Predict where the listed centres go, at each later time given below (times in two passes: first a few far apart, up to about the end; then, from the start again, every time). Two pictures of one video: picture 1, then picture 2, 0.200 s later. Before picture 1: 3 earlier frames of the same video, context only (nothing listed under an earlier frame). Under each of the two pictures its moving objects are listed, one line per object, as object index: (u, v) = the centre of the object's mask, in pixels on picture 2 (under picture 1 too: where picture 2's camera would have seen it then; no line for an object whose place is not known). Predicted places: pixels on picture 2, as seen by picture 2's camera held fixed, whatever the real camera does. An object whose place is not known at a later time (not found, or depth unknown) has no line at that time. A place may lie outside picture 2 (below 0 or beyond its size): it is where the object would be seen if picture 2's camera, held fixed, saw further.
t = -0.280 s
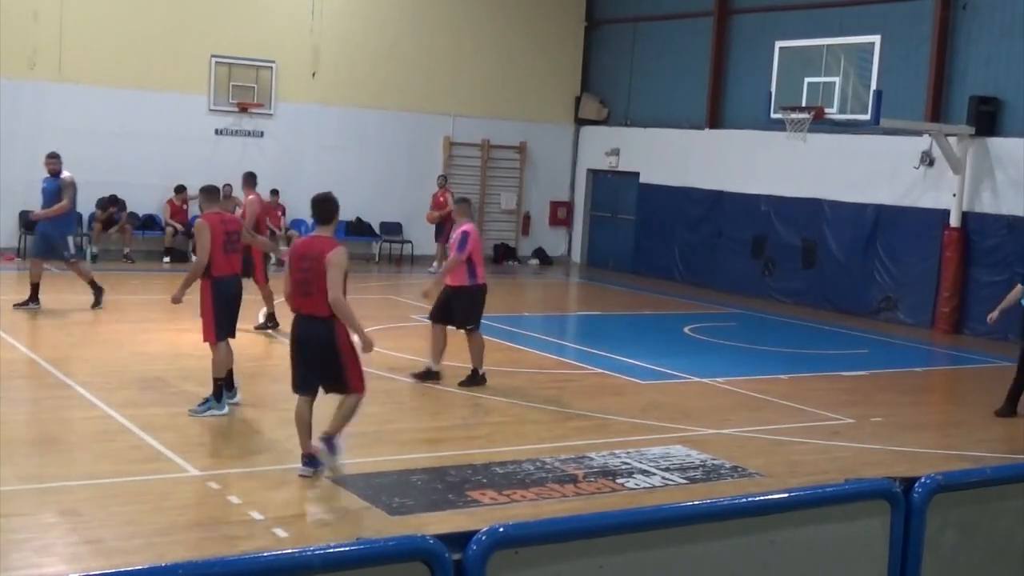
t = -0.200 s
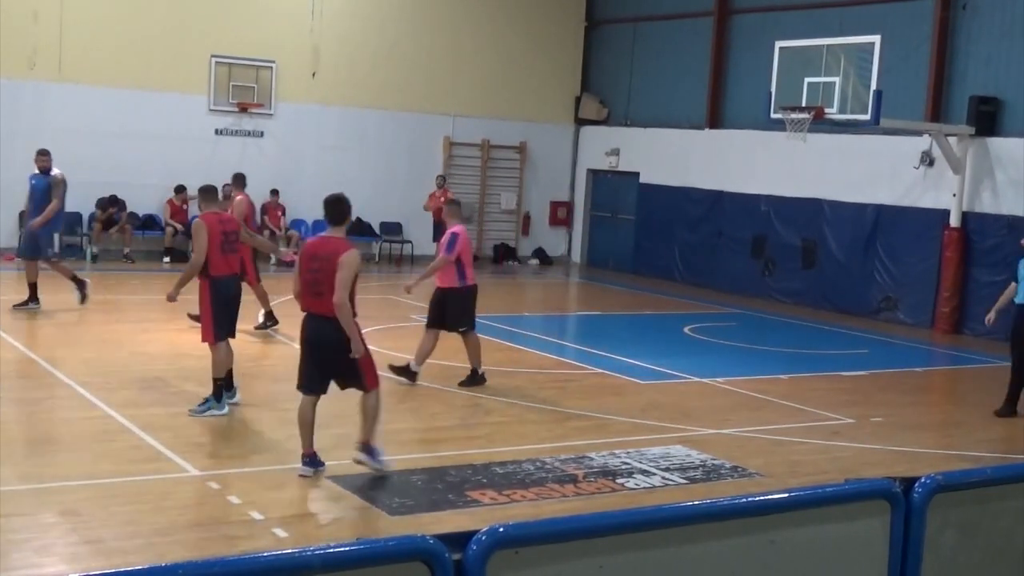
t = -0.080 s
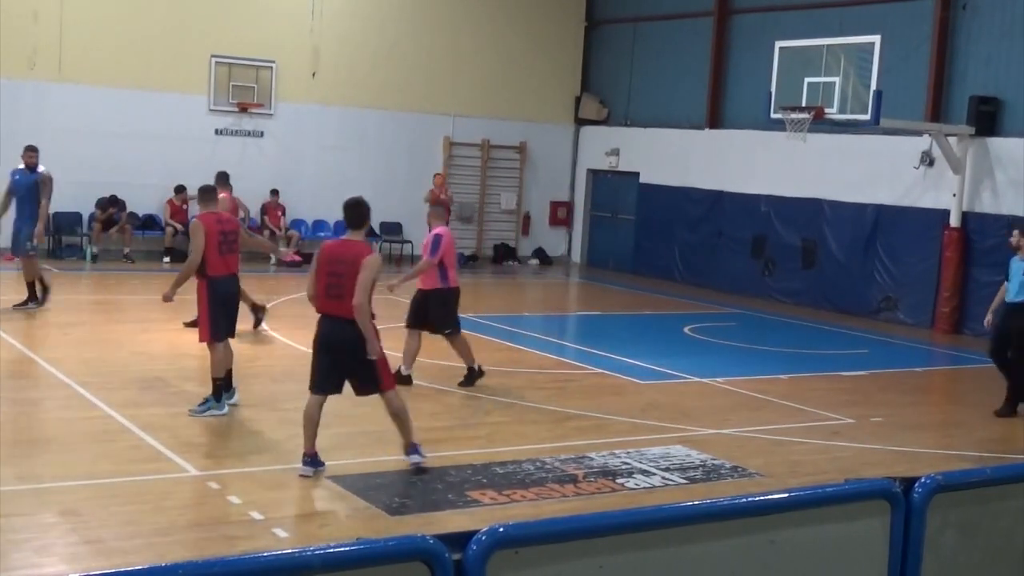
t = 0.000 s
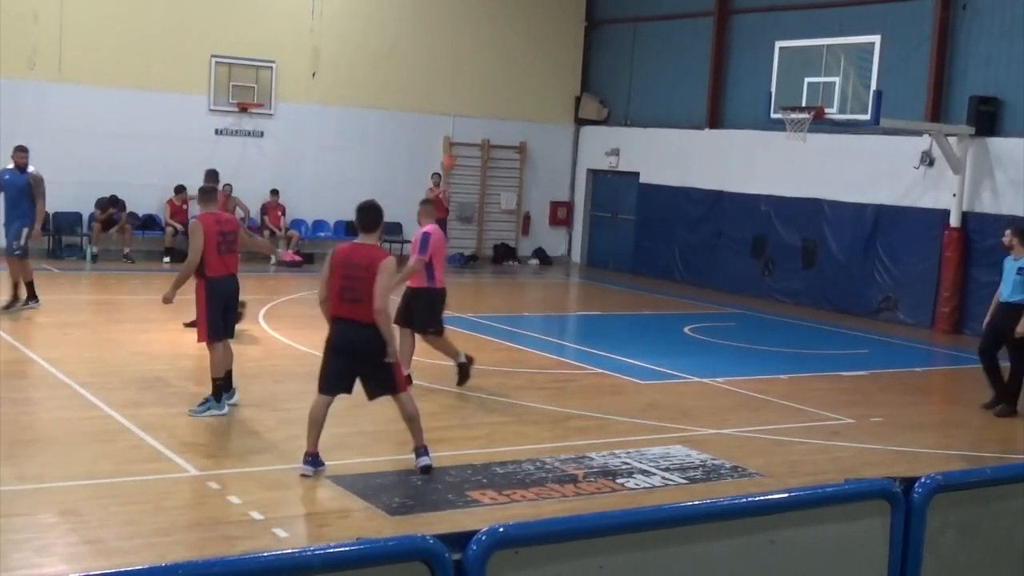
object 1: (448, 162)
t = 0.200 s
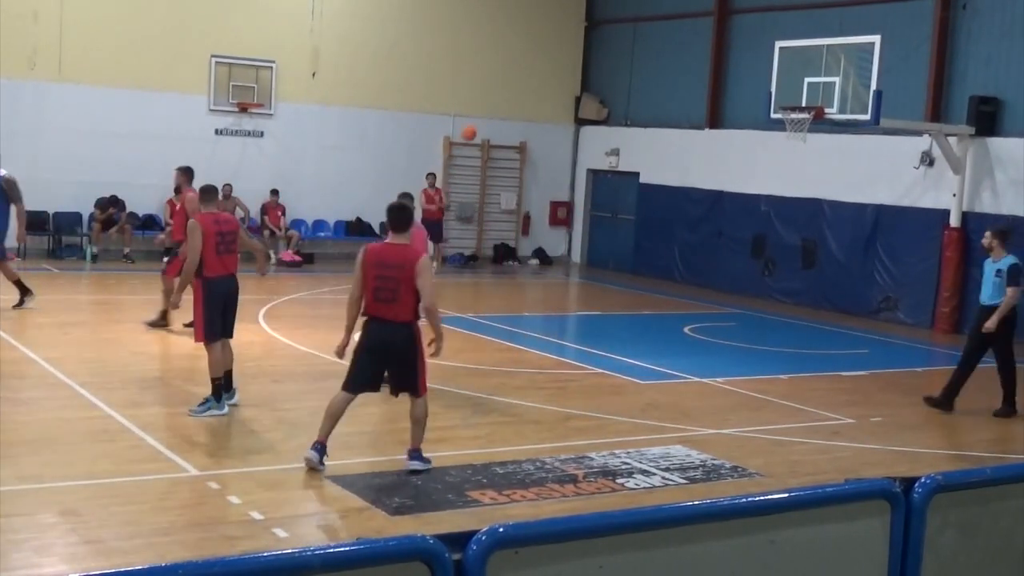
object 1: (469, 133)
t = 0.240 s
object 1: (474, 129)
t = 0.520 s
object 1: (509, 129)
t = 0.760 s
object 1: (546, 176)
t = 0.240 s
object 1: (474, 129)
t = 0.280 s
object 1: (479, 126)
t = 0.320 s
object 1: (483, 124)
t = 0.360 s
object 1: (488, 123)
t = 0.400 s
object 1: (493, 123)
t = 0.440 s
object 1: (498, 124)
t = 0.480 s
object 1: (504, 126)
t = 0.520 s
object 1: (509, 129)
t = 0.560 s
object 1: (515, 134)
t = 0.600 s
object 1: (521, 141)
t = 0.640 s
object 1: (527, 146)
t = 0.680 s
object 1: (533, 155)
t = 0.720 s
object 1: (539, 164)
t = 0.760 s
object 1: (546, 176)
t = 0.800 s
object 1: (554, 190)
